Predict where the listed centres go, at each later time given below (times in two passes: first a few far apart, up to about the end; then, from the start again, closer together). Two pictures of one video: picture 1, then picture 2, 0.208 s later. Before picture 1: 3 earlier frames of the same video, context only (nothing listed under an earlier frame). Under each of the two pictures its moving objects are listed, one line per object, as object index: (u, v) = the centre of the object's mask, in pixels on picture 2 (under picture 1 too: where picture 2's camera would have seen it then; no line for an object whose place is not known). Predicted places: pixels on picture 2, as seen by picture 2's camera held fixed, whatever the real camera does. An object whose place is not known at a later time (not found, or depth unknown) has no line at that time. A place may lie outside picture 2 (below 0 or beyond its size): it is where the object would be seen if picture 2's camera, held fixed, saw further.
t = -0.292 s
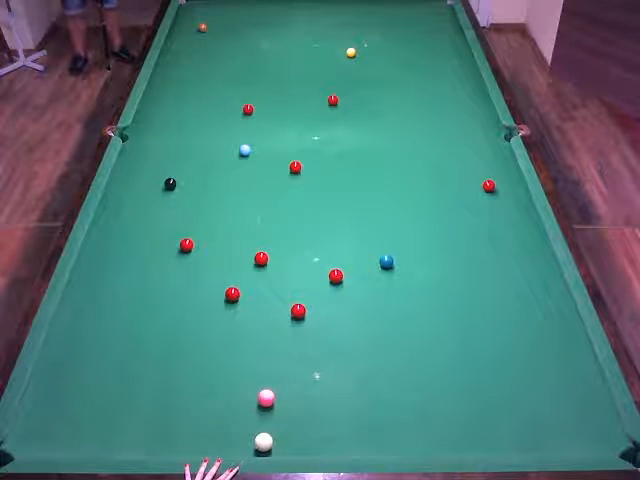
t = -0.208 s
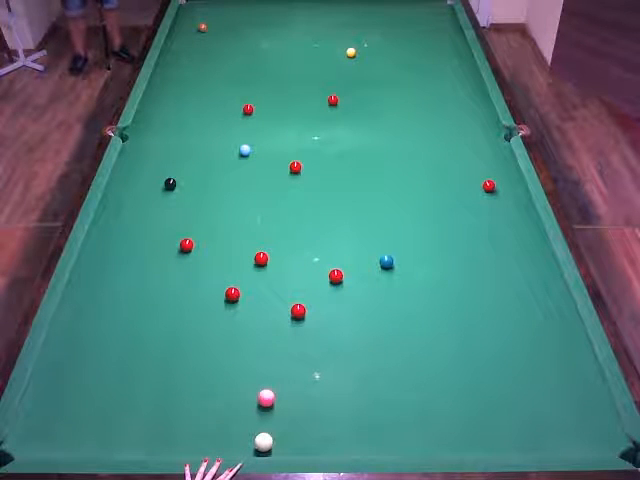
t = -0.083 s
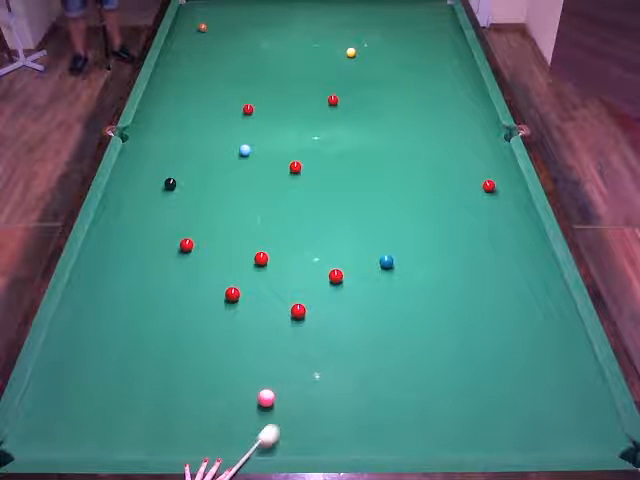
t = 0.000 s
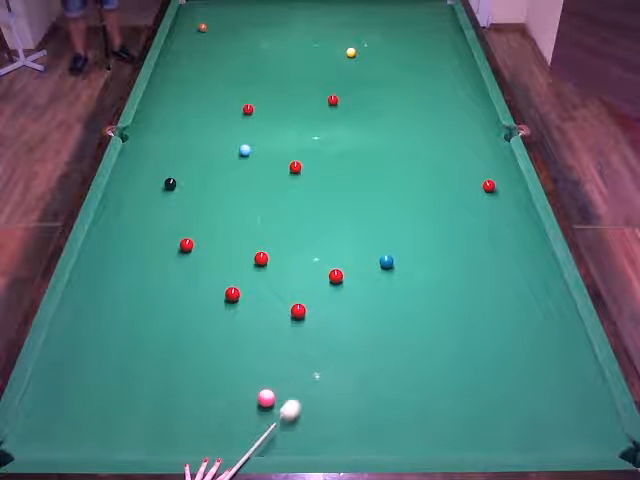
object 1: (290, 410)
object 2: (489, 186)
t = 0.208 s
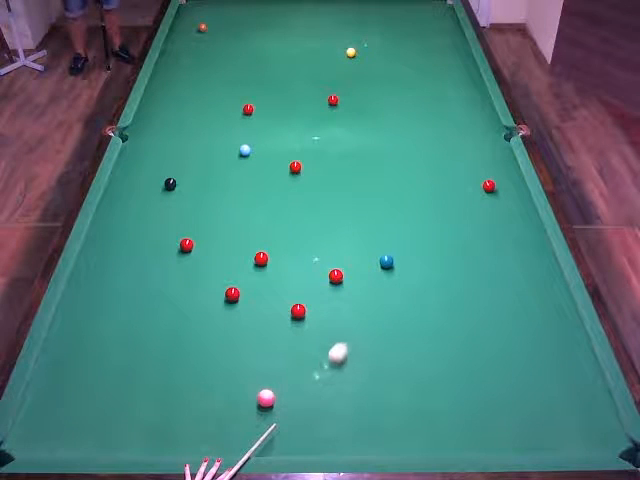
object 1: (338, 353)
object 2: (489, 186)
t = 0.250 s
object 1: (347, 343)
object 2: (489, 186)
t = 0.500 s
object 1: (393, 287)
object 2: (489, 186)
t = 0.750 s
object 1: (431, 241)
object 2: (489, 186)
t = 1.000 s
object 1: (463, 202)
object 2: (489, 186)
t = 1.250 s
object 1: (471, 171)
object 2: (507, 183)
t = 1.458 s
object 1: (467, 150)
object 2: (511, 179)
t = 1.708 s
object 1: (463, 128)
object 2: (491, 176)
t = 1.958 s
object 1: (459, 109)
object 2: (472, 172)
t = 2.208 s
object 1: (456, 91)
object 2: (455, 169)
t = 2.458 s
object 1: (453, 75)
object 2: (439, 166)
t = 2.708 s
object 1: (451, 62)
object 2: (426, 163)
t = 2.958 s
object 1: (448, 49)
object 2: (414, 160)
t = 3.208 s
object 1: (447, 37)
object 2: (403, 158)
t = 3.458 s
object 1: (445, 27)
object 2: (394, 156)
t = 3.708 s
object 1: (443, 18)
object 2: (386, 154)
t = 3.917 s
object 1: (442, 11)
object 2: (380, 153)
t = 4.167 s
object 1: (441, 3)
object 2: (375, 152)
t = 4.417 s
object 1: (443, 1)
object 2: (370, 151)
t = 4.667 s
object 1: (446, 3)
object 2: (367, 151)
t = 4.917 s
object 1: (442, 6)
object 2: (365, 150)
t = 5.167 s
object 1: (439, 10)
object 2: (364, 150)
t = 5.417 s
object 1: (437, 12)
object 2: (364, 150)
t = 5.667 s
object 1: (434, 14)
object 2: (365, 150)
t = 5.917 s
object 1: (432, 17)
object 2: (365, 150)
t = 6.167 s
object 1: (429, 18)
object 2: (365, 150)
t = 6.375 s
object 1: (428, 20)
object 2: (365, 150)
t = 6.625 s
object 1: (426, 21)
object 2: (365, 150)
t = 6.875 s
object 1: (424, 21)
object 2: (365, 150)
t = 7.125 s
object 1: (423, 21)
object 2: (365, 150)
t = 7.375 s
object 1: (423, 22)
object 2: (365, 150)
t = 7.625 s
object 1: (423, 22)
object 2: (365, 150)
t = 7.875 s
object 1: (423, 22)
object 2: (365, 150)
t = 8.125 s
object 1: (423, 22)
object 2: (365, 150)
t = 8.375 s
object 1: (423, 22)
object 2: (365, 150)
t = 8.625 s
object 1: (423, 22)
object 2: (365, 150)
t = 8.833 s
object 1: (423, 22)
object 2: (365, 150)
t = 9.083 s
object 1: (423, 22)
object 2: (365, 150)
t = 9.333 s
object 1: (423, 22)
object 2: (365, 150)
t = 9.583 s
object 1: (423, 23)
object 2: (365, 150)
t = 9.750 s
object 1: (423, 23)
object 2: (365, 150)
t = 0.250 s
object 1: (347, 343)
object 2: (489, 186)
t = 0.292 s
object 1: (355, 333)
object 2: (489, 186)
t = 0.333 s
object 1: (363, 324)
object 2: (489, 186)
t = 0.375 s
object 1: (371, 313)
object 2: (489, 186)
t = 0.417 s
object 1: (378, 305)
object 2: (489, 186)
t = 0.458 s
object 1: (385, 296)
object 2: (489, 186)
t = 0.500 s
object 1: (393, 287)
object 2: (489, 186)
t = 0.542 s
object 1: (399, 279)
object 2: (489, 186)
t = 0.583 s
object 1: (406, 271)
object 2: (489, 186)
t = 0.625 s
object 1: (412, 263)
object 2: (489, 186)
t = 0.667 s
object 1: (419, 255)
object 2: (489, 186)
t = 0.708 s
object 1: (425, 248)
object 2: (489, 186)
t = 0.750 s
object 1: (431, 241)
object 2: (489, 186)
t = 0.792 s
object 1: (436, 234)
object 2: (489, 186)
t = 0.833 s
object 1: (442, 228)
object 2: (489, 186)
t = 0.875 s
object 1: (447, 221)
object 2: (489, 186)
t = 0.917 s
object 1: (453, 214)
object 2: (489, 186)
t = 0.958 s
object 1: (458, 208)
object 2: (489, 186)
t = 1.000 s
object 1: (463, 202)
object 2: (489, 186)
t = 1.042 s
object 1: (468, 196)
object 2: (489, 186)
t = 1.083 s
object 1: (473, 190)
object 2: (489, 186)
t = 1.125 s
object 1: (476, 185)
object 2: (490, 185)
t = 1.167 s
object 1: (474, 180)
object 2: (497, 184)
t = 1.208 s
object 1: (473, 176)
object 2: (503, 184)
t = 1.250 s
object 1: (471, 171)
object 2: (507, 183)
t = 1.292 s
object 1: (471, 167)
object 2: (513, 182)
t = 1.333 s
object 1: (470, 163)
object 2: (517, 182)
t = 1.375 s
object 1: (469, 159)
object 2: (518, 181)
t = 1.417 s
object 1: (468, 154)
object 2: (514, 180)
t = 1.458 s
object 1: (467, 150)
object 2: (511, 179)
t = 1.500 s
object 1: (466, 146)
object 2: (507, 178)
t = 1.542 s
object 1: (466, 143)
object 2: (504, 178)
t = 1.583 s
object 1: (465, 139)
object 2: (500, 177)
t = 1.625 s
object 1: (464, 135)
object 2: (497, 177)
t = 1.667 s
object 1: (464, 132)
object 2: (494, 176)
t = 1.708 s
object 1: (463, 128)
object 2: (491, 176)
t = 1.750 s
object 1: (462, 125)
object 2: (487, 175)
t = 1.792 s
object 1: (462, 122)
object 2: (484, 174)
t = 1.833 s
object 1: (461, 118)
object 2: (481, 174)
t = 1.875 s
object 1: (460, 115)
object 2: (478, 173)
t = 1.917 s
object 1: (460, 112)
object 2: (475, 172)
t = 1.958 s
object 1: (459, 109)
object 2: (472, 172)
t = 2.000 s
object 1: (458, 105)
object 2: (469, 171)
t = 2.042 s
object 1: (458, 102)
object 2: (466, 171)
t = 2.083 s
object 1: (457, 100)
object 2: (463, 170)
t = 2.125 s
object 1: (457, 97)
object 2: (460, 169)
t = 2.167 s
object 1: (456, 94)
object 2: (458, 169)
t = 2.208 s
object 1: (456, 91)
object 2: (455, 169)
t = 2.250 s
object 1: (455, 88)
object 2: (452, 168)
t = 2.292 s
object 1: (455, 86)
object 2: (450, 167)
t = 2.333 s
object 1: (455, 83)
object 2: (447, 167)
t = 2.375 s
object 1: (454, 81)
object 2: (445, 167)
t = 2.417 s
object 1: (454, 78)
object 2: (442, 166)
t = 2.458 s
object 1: (453, 75)
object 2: (439, 166)
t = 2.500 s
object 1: (453, 73)
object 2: (437, 165)
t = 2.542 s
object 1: (452, 71)
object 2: (435, 165)
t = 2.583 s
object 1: (452, 68)
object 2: (433, 164)
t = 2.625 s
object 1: (452, 66)
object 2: (430, 164)
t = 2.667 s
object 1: (451, 64)
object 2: (428, 163)
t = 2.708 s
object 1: (451, 62)
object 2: (426, 163)
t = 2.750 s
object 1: (450, 59)
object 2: (424, 162)
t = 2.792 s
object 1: (450, 57)
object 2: (422, 162)
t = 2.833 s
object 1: (450, 55)
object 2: (420, 162)
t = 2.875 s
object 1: (449, 53)
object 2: (418, 161)
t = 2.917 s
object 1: (449, 51)
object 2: (416, 161)
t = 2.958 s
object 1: (448, 49)
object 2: (414, 160)
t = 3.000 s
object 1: (448, 47)
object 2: (412, 160)
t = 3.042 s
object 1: (448, 44)
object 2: (410, 159)
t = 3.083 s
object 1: (448, 43)
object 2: (408, 159)
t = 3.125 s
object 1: (448, 41)
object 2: (406, 159)
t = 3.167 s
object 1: (447, 39)
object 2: (405, 158)
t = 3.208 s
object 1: (447, 37)
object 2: (403, 158)
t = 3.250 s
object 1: (447, 36)
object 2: (401, 158)
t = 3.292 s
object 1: (446, 34)
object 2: (401, 158)
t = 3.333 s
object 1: (446, 32)
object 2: (399, 157)
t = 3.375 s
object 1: (446, 30)
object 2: (397, 157)
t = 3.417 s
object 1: (446, 28)
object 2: (395, 156)
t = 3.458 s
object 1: (445, 27)
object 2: (394, 156)
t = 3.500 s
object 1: (445, 25)
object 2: (392, 156)
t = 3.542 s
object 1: (444, 24)
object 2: (391, 155)
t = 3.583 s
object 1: (444, 22)
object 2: (390, 155)
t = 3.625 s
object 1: (444, 21)
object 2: (389, 155)
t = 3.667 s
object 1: (444, 19)
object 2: (387, 155)
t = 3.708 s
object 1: (443, 18)
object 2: (386, 154)
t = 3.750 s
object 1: (443, 16)
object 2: (385, 154)
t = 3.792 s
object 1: (443, 15)
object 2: (384, 154)
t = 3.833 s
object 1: (443, 13)
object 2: (382, 154)
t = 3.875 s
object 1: (443, 12)
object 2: (381, 154)
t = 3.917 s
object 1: (442, 11)
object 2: (380, 153)
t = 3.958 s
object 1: (442, 9)
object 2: (379, 153)
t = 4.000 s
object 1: (442, 8)
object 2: (378, 153)
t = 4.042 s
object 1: (442, 6)
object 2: (377, 153)
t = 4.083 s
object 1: (441, 5)
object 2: (376, 152)
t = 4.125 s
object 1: (441, 4)
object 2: (375, 152)
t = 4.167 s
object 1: (441, 3)
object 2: (375, 152)
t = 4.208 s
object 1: (440, 2)
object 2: (374, 152)
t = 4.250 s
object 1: (440, 2)
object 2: (373, 152)
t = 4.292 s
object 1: (440, 1)
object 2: (372, 152)
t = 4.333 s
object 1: (440, 1)
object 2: (372, 152)
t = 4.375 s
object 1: (441, 1)
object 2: (371, 151)
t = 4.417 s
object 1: (443, 1)
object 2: (370, 151)
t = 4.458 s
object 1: (444, 1)
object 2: (370, 151)
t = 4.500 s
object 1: (446, 2)
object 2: (369, 151)
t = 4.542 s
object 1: (447, 2)
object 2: (368, 151)
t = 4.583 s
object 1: (447, 3)
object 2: (368, 151)
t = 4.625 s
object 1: (446, 3)
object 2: (367, 151)
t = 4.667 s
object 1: (446, 3)
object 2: (367, 151)
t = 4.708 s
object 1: (445, 4)
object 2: (366, 150)
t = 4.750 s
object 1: (445, 4)
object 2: (366, 150)
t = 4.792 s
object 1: (444, 5)
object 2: (366, 150)
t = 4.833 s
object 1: (444, 6)
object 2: (365, 150)
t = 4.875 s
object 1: (443, 6)
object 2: (365, 150)
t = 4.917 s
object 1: (442, 6)
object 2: (365, 150)
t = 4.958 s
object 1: (442, 7)
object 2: (365, 150)
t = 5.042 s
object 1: (441, 8)
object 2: (364, 150)
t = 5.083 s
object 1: (440, 9)
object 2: (364, 150)
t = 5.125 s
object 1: (440, 9)
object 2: (364, 150)
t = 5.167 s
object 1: (439, 10)
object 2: (364, 150)
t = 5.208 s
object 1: (439, 10)
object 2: (364, 150)
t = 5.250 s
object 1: (439, 10)
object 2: (364, 150)
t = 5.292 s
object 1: (438, 11)
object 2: (364, 150)
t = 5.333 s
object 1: (438, 11)
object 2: (364, 150)
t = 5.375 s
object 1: (437, 12)
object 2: (364, 150)
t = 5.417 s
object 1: (437, 12)
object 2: (364, 150)
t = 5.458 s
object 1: (436, 13)
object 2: (364, 150)
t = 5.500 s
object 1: (436, 13)
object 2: (364, 150)
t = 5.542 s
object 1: (436, 13)
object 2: (364, 150)
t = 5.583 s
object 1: (435, 14)
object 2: (365, 150)
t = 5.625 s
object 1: (435, 14)
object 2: (365, 150)
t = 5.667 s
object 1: (434, 14)
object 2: (365, 150)
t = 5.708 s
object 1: (434, 15)
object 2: (365, 150)
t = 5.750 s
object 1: (433, 15)
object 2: (365, 150)
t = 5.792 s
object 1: (433, 16)
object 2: (365, 150)
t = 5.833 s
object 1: (432, 16)
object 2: (365, 150)
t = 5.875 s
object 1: (432, 16)
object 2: (365, 150)
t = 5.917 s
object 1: (432, 17)
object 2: (365, 150)
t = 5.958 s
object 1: (431, 17)
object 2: (365, 150)
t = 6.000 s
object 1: (431, 17)
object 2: (365, 150)
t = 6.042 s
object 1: (431, 18)
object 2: (365, 150)
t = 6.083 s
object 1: (430, 17)
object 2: (365, 150)
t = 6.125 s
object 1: (430, 18)
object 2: (365, 150)
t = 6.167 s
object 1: (429, 18)
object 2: (365, 150)
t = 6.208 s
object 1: (429, 19)
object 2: (365, 150)
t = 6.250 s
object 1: (429, 19)
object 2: (365, 150)
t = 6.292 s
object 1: (428, 19)
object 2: (365, 150)
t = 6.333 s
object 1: (428, 19)
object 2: (365, 150)
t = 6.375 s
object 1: (428, 20)
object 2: (365, 150)
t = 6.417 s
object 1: (427, 20)
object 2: (365, 150)
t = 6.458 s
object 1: (427, 20)
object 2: (365, 150)
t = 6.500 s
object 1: (427, 20)
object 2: (365, 150)
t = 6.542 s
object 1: (426, 20)
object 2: (365, 150)
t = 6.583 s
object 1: (426, 20)
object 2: (365, 150)
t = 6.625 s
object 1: (426, 21)
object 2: (365, 150)
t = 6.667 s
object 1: (425, 21)
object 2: (365, 150)
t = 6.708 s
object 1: (425, 21)
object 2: (365, 150)
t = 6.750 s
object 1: (425, 21)
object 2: (365, 150)
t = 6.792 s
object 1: (425, 21)
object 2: (365, 150)
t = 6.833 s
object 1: (425, 21)
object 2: (365, 150)
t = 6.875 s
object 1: (424, 21)
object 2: (365, 150)
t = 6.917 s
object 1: (424, 21)
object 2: (365, 150)
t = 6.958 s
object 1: (424, 21)
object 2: (365, 150)
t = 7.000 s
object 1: (424, 21)
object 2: (365, 150)
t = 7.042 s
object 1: (424, 22)
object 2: (365, 150)
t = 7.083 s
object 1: (423, 21)
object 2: (365, 150)
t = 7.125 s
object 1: (423, 21)
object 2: (365, 150)
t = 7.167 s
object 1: (423, 22)
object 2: (365, 150)
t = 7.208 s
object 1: (423, 22)
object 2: (365, 150)
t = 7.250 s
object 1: (422, 22)
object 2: (365, 150)
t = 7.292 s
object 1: (423, 22)
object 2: (365, 150)
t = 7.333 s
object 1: (423, 22)
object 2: (365, 150)
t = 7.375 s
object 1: (423, 22)
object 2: (365, 150)
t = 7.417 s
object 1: (423, 22)
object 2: (365, 150)
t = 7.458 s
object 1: (423, 22)
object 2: (365, 150)
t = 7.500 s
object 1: (423, 22)
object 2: (365, 150)
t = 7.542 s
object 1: (423, 22)
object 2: (365, 150)
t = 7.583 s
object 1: (423, 22)
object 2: (365, 150)
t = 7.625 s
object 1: (423, 22)
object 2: (365, 150)
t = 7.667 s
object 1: (423, 22)
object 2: (365, 150)
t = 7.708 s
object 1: (423, 22)
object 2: (365, 150)
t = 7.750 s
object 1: (423, 22)
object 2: (365, 150)
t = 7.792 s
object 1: (423, 22)
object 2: (365, 150)
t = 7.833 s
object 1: (423, 22)
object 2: (365, 150)
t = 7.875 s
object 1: (423, 22)
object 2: (365, 150)
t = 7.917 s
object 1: (423, 22)
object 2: (365, 150)
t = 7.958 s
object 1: (423, 22)
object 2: (365, 150)
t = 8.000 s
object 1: (423, 22)
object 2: (365, 150)
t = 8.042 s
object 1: (423, 22)
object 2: (365, 150)
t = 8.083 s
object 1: (423, 22)
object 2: (365, 150)
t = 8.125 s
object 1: (423, 22)
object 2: (365, 150)
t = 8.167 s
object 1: (423, 22)
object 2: (365, 150)
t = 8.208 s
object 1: (423, 22)
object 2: (365, 150)
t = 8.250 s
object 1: (423, 22)
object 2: (365, 150)
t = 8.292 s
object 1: (423, 22)
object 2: (365, 150)
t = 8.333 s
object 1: (423, 22)
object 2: (365, 150)
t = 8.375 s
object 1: (423, 22)
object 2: (365, 150)
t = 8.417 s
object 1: (423, 22)
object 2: (365, 150)
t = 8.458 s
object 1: (423, 22)
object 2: (365, 150)
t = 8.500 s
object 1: (423, 22)
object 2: (365, 150)
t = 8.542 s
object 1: (423, 22)
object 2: (365, 150)
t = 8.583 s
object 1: (423, 22)
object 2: (365, 150)
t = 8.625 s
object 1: (423, 22)
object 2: (365, 150)
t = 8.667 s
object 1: (423, 23)
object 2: (365, 150)
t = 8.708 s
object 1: (423, 22)
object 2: (365, 150)
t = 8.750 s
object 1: (423, 22)
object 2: (365, 150)
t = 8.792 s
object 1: (423, 22)
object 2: (365, 150)
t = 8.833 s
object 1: (423, 22)
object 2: (365, 150)
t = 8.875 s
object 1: (423, 22)
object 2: (365, 150)
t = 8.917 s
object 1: (423, 23)
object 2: (365, 150)
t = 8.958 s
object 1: (423, 23)
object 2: (365, 150)
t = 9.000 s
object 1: (423, 22)
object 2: (365, 150)
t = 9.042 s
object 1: (423, 22)
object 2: (365, 150)
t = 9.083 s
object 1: (423, 22)
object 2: (365, 150)
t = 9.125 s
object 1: (423, 22)
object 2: (365, 150)
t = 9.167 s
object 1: (423, 23)
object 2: (365, 150)
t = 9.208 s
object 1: (423, 23)
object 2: (365, 150)
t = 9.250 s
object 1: (423, 22)
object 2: (365, 150)
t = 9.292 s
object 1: (423, 22)
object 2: (365, 150)
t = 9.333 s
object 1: (423, 22)
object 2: (365, 150)
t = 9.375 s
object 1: (423, 23)
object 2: (365, 150)
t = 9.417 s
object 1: (423, 22)
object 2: (365, 150)
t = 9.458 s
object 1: (423, 22)
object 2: (365, 150)
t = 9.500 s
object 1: (423, 22)
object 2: (365, 150)
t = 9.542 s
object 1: (423, 22)
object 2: (365, 150)
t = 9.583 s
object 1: (423, 23)
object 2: (365, 150)
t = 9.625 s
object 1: (423, 22)
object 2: (365, 150)
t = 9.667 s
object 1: (423, 23)
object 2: (365, 150)
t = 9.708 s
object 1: (423, 22)
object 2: (365, 150)
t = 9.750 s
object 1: (423, 23)
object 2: (365, 150)
